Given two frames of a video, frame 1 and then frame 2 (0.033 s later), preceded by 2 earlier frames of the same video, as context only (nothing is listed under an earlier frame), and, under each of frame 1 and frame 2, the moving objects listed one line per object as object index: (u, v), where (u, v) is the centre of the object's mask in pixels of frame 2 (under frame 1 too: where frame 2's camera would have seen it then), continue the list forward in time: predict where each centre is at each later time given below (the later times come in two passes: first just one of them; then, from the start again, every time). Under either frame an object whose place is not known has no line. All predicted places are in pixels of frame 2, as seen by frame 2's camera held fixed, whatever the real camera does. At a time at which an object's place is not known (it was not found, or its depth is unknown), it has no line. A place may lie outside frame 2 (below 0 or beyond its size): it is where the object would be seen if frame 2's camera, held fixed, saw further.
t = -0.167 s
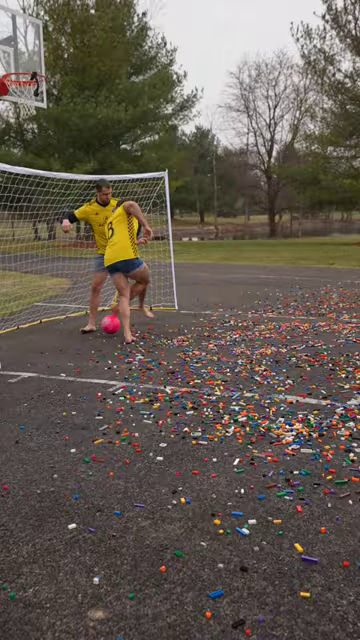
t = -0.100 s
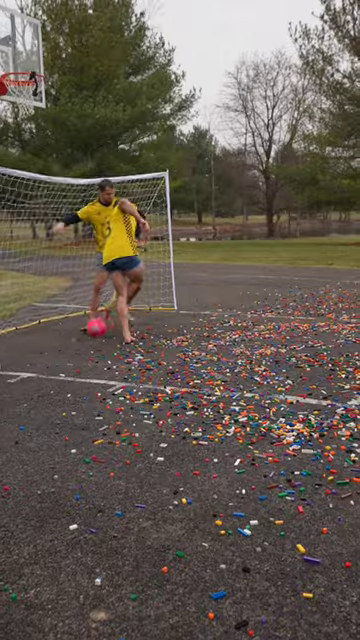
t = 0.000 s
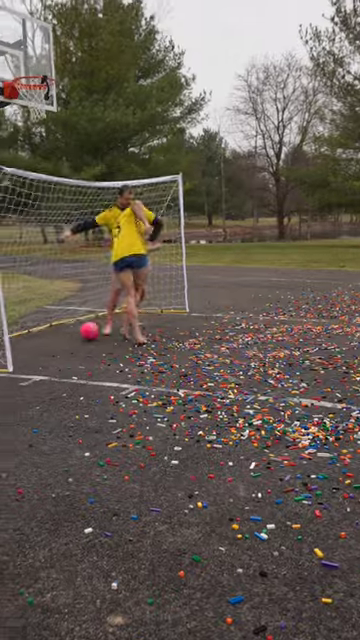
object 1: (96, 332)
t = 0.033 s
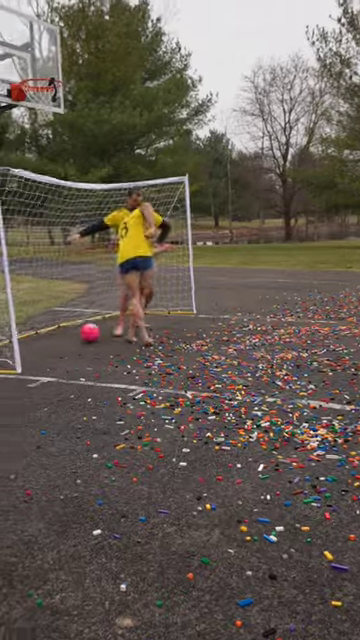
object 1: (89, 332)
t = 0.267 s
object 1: (53, 336)
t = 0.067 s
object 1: (85, 333)
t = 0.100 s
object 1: (80, 334)
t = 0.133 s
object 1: (74, 335)
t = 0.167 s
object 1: (69, 334)
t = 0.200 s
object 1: (64, 336)
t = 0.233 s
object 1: (59, 336)
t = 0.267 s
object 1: (53, 336)
